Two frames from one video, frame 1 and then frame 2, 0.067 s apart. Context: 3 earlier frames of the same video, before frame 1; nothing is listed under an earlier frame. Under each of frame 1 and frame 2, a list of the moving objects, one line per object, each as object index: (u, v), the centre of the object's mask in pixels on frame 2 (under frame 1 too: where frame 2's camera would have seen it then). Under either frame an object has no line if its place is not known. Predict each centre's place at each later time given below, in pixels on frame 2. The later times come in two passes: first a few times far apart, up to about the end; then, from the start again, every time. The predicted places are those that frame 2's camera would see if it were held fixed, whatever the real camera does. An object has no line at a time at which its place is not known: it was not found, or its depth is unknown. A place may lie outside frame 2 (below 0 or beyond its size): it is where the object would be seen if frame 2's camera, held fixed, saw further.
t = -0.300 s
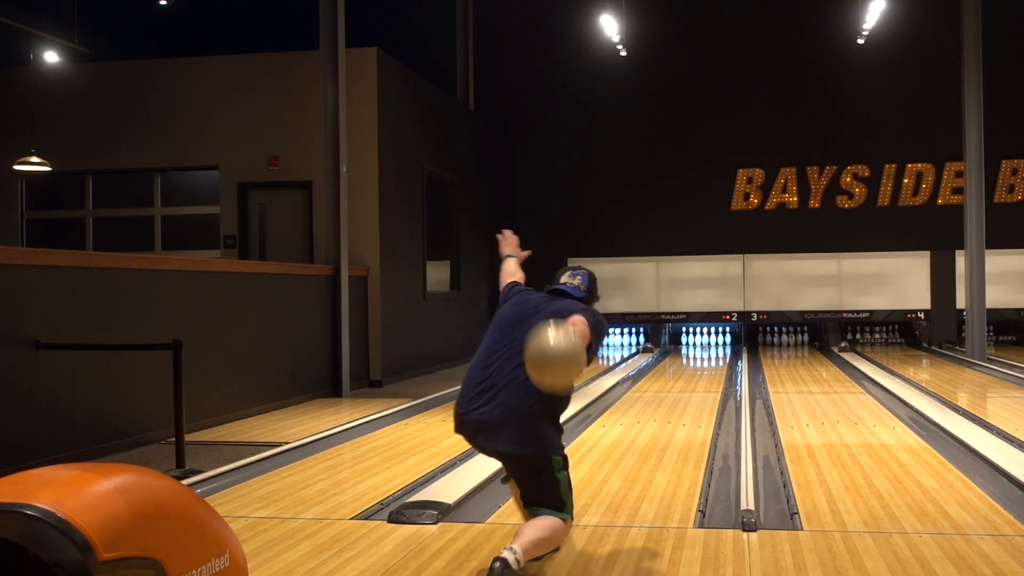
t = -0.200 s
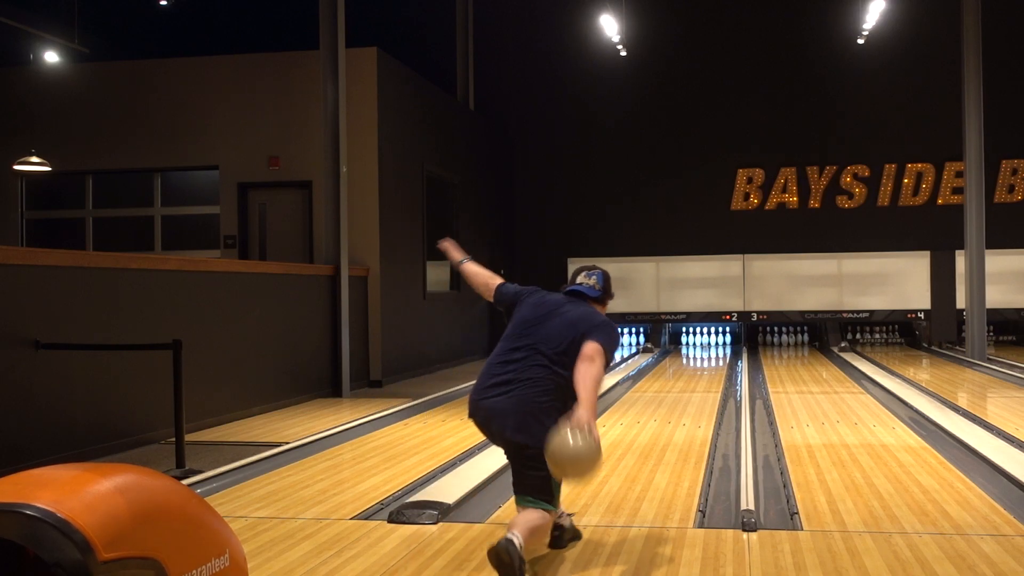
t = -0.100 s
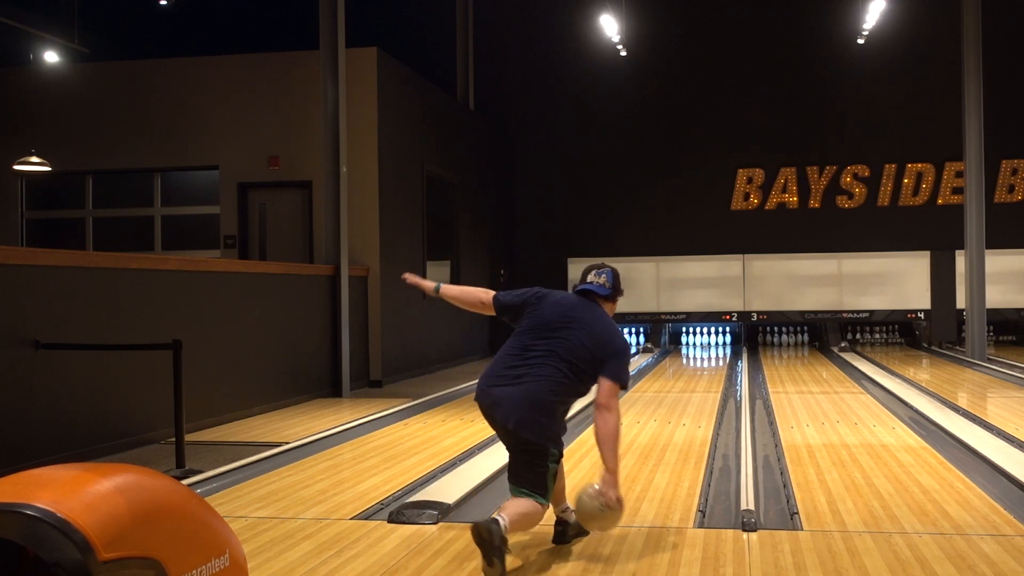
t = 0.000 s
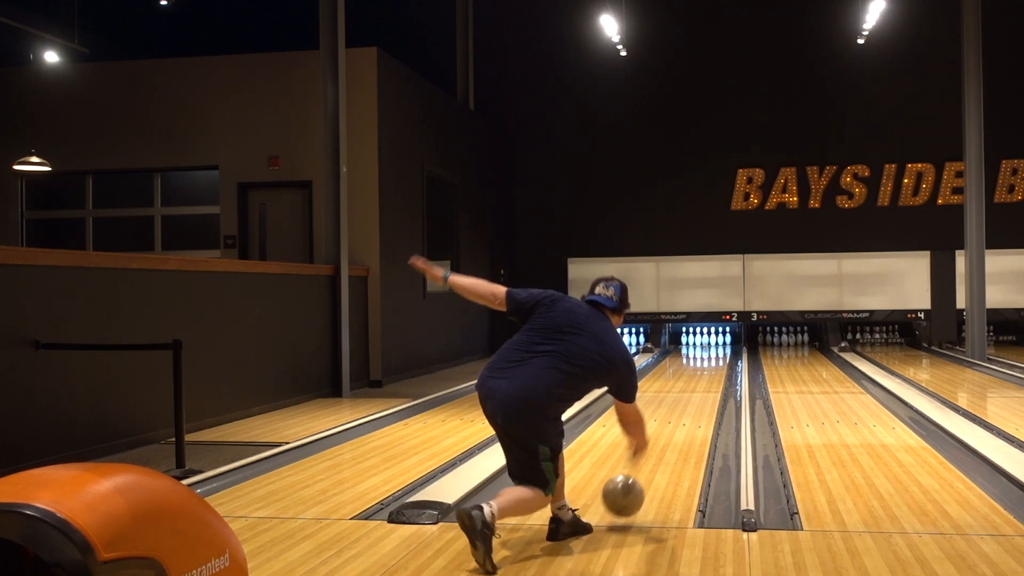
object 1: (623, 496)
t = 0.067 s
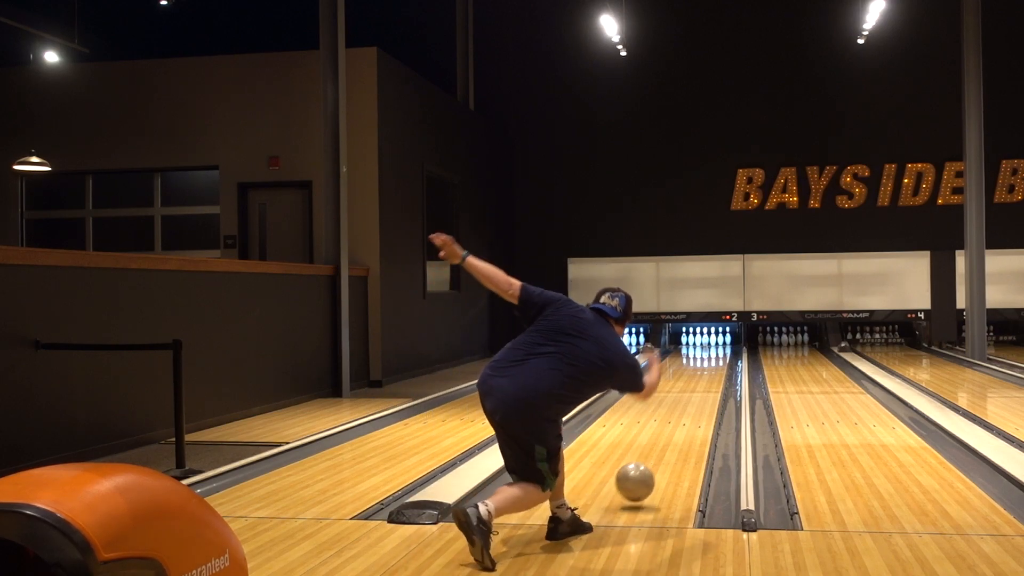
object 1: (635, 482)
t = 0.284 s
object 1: (663, 446)
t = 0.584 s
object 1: (684, 411)
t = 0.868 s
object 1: (696, 390)
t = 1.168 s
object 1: (704, 375)
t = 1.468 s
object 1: (709, 364)
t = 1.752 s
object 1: (711, 356)
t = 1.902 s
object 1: (711, 352)
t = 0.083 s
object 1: (637, 480)
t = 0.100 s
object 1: (640, 479)
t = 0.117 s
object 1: (642, 476)
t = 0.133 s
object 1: (645, 471)
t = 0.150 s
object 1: (647, 468)
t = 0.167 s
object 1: (649, 465)
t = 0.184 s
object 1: (651, 463)
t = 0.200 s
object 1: (653, 460)
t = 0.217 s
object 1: (655, 456)
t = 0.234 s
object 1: (657, 454)
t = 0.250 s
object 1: (659, 451)
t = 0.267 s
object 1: (661, 449)
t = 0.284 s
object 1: (663, 446)
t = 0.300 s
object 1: (664, 444)
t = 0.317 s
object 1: (666, 441)
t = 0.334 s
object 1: (667, 439)
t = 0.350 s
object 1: (669, 437)
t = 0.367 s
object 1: (670, 434)
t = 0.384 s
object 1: (671, 432)
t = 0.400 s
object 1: (672, 431)
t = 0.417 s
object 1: (674, 429)
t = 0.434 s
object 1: (675, 426)
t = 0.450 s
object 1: (676, 424)
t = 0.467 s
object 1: (677, 423)
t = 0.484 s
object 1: (678, 421)
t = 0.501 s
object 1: (679, 419)
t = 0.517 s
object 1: (680, 417)
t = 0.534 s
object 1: (681, 416)
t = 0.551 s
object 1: (682, 414)
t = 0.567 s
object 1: (683, 413)
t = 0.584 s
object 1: (684, 411)
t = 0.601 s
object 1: (685, 410)
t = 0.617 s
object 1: (686, 408)
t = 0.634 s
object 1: (687, 407)
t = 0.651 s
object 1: (688, 406)
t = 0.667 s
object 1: (688, 404)
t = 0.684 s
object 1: (689, 403)
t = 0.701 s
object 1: (690, 401)
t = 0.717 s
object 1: (690, 400)
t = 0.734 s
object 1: (691, 399)
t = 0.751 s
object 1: (692, 398)
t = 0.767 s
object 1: (692, 397)
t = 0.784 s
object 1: (693, 395)
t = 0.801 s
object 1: (694, 394)
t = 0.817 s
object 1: (694, 393)
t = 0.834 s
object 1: (695, 392)
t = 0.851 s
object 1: (695, 391)
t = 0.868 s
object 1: (696, 390)
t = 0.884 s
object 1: (697, 389)
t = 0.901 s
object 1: (697, 388)
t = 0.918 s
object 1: (697, 387)
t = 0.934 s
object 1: (698, 386)
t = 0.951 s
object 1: (699, 385)
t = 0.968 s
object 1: (699, 384)
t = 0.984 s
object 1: (699, 383)
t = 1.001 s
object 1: (700, 382)
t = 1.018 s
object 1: (700, 381)
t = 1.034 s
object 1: (701, 381)
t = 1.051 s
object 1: (701, 380)
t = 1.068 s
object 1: (702, 379)
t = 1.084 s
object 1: (702, 378)
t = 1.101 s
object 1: (702, 377)
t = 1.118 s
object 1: (703, 377)
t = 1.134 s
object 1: (703, 376)
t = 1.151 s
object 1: (703, 375)
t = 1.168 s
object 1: (704, 375)
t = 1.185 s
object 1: (704, 374)
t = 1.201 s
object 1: (705, 373)
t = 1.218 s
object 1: (705, 373)
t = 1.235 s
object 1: (705, 372)
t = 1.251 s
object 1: (705, 371)
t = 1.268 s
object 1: (706, 371)
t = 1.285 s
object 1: (706, 370)
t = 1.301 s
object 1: (706, 369)
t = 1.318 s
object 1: (707, 369)
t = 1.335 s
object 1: (707, 368)
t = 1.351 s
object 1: (707, 367)
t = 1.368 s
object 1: (707, 367)
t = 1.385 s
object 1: (708, 366)
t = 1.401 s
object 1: (708, 365)
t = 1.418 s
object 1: (708, 365)
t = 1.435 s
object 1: (708, 364)
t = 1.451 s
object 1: (708, 364)
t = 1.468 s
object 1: (709, 364)
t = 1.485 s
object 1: (709, 363)
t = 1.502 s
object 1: (709, 362)
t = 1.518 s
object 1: (709, 362)
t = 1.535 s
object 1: (709, 361)
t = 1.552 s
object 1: (710, 361)
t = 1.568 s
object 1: (710, 360)
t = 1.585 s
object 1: (710, 360)
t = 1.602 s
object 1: (710, 359)
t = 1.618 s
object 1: (710, 359)
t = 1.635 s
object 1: (710, 359)
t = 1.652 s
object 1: (710, 358)
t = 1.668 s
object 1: (711, 357)
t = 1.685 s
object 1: (711, 357)
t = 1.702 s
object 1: (711, 357)
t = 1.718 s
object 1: (711, 356)
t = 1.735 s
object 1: (711, 356)
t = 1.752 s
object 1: (711, 356)
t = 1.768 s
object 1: (711, 355)
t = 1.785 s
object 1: (711, 354)
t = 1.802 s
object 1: (711, 354)
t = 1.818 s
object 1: (711, 354)
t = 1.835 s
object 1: (711, 353)
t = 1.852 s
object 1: (712, 353)
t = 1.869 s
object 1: (712, 353)
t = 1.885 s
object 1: (711, 352)
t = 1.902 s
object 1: (711, 352)
